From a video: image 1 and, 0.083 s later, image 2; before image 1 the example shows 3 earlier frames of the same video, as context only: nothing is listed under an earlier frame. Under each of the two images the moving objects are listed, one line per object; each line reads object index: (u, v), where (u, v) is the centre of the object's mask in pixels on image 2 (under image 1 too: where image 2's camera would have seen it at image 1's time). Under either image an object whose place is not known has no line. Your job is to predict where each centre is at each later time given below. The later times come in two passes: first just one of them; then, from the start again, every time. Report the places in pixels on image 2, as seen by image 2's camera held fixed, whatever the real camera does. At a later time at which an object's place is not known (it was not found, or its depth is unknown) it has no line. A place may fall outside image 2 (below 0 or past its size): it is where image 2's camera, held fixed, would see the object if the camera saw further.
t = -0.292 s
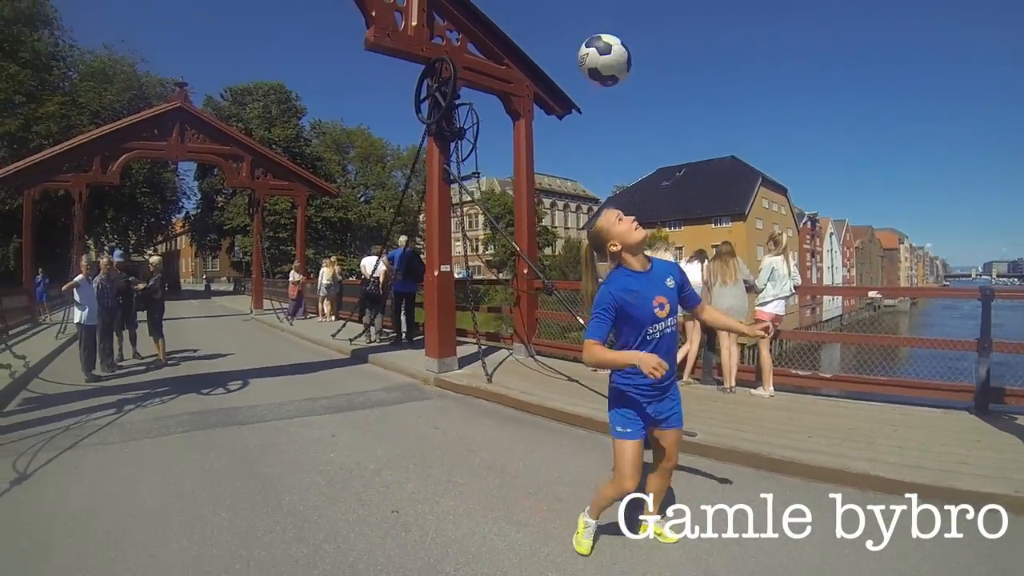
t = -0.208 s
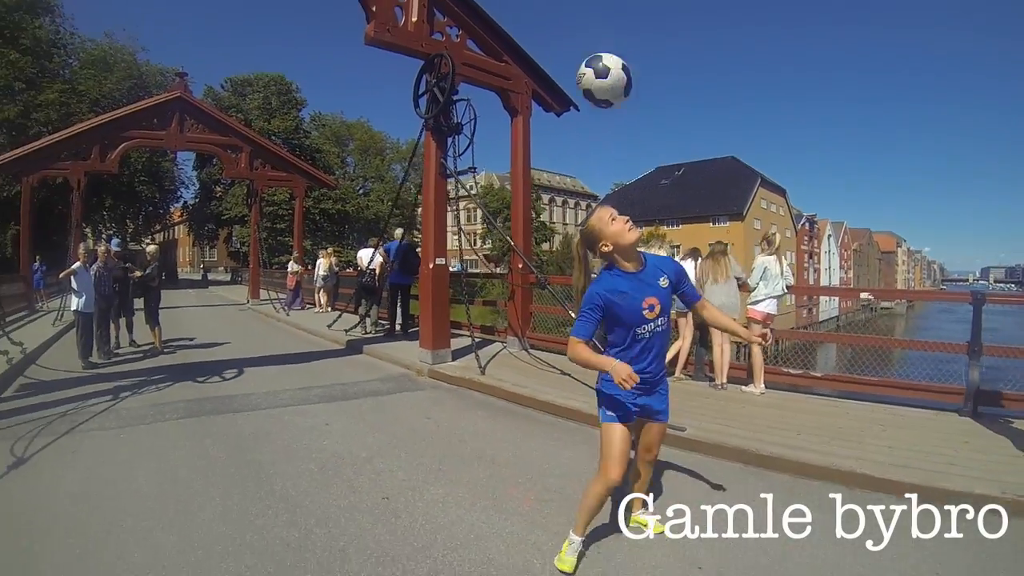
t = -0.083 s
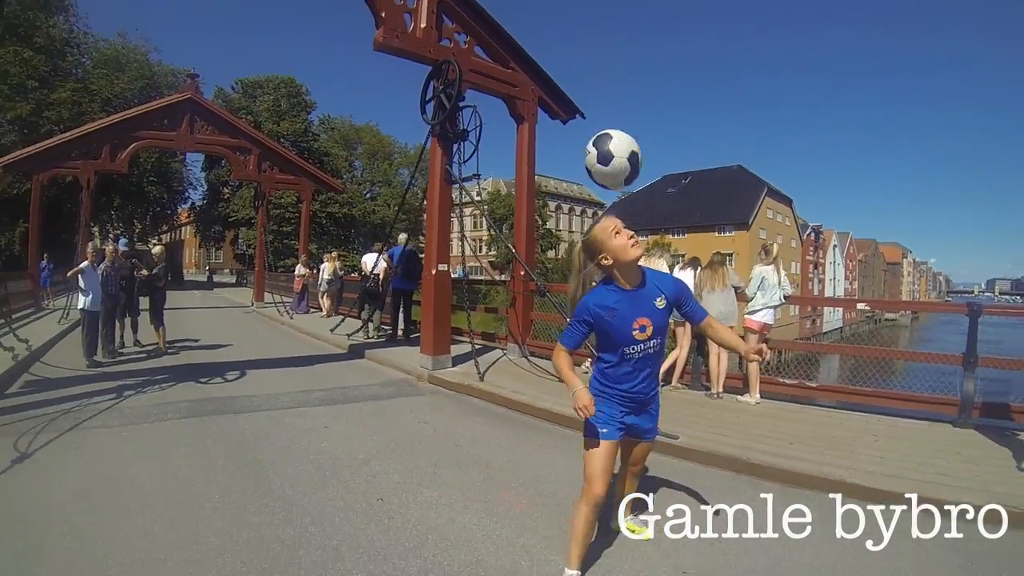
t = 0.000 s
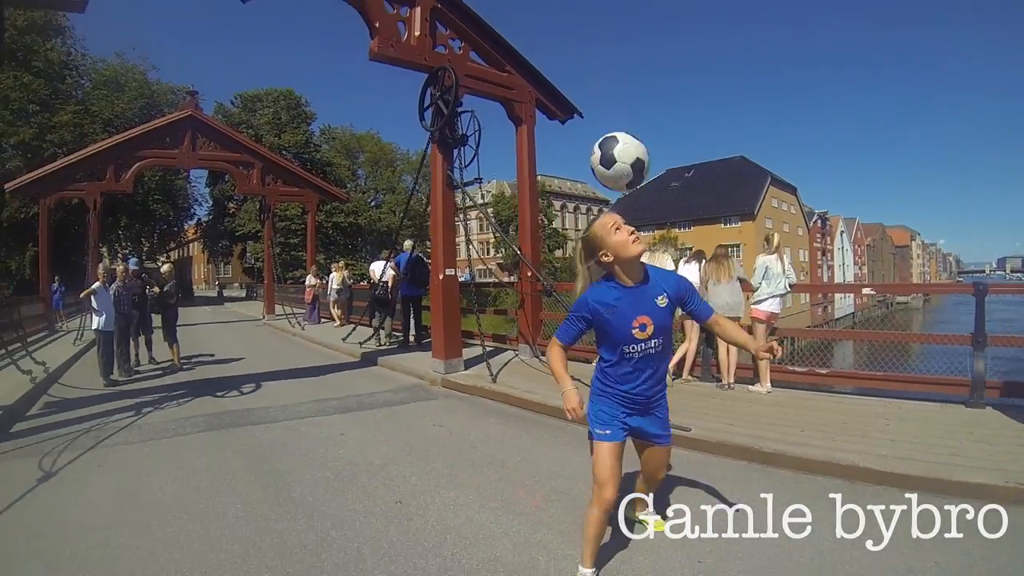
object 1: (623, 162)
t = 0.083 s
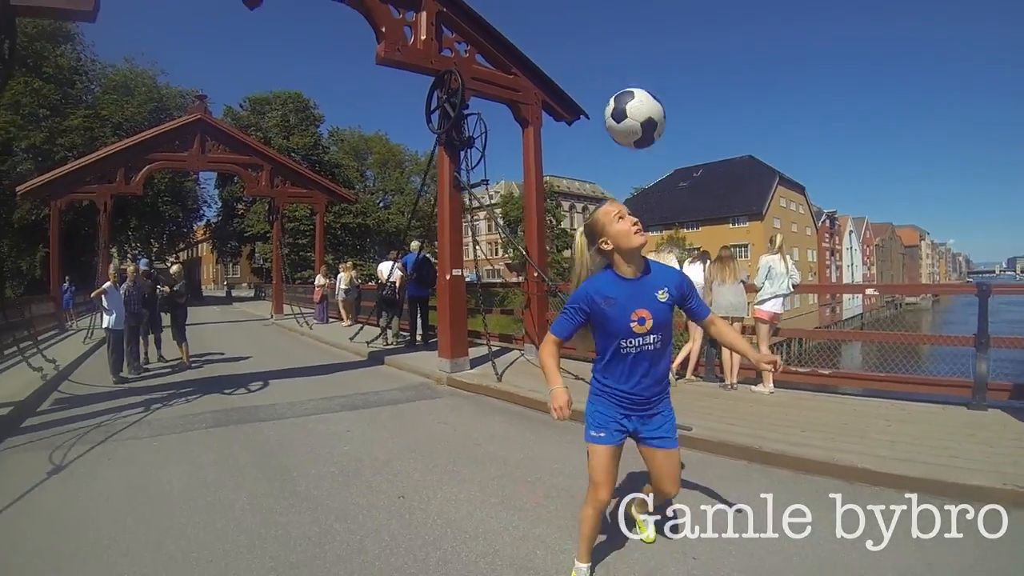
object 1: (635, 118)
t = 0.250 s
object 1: (658, 74)
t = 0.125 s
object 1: (639, 101)
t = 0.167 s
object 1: (645, 87)
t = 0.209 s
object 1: (652, 78)
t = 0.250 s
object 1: (658, 74)
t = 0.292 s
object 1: (664, 77)
